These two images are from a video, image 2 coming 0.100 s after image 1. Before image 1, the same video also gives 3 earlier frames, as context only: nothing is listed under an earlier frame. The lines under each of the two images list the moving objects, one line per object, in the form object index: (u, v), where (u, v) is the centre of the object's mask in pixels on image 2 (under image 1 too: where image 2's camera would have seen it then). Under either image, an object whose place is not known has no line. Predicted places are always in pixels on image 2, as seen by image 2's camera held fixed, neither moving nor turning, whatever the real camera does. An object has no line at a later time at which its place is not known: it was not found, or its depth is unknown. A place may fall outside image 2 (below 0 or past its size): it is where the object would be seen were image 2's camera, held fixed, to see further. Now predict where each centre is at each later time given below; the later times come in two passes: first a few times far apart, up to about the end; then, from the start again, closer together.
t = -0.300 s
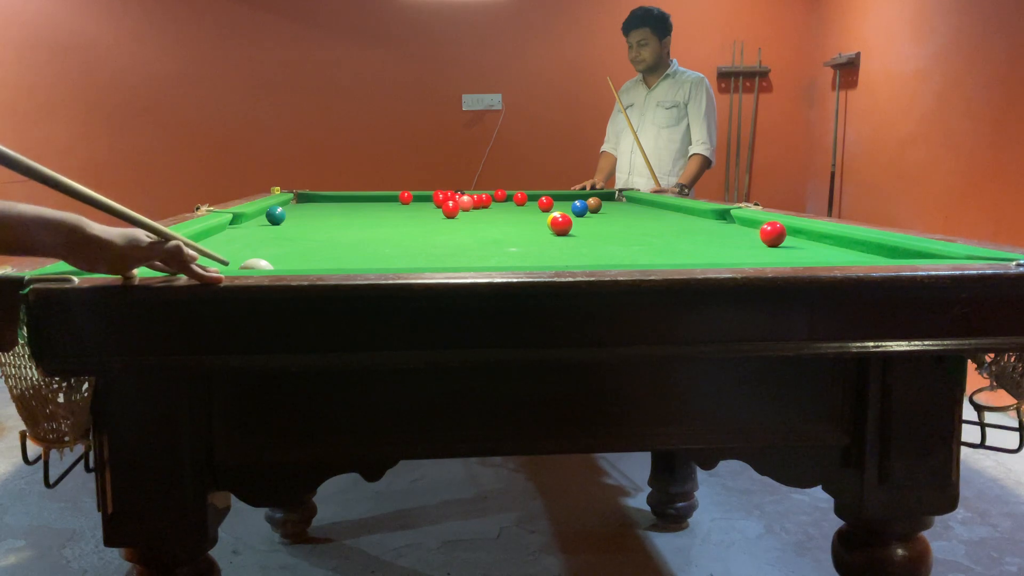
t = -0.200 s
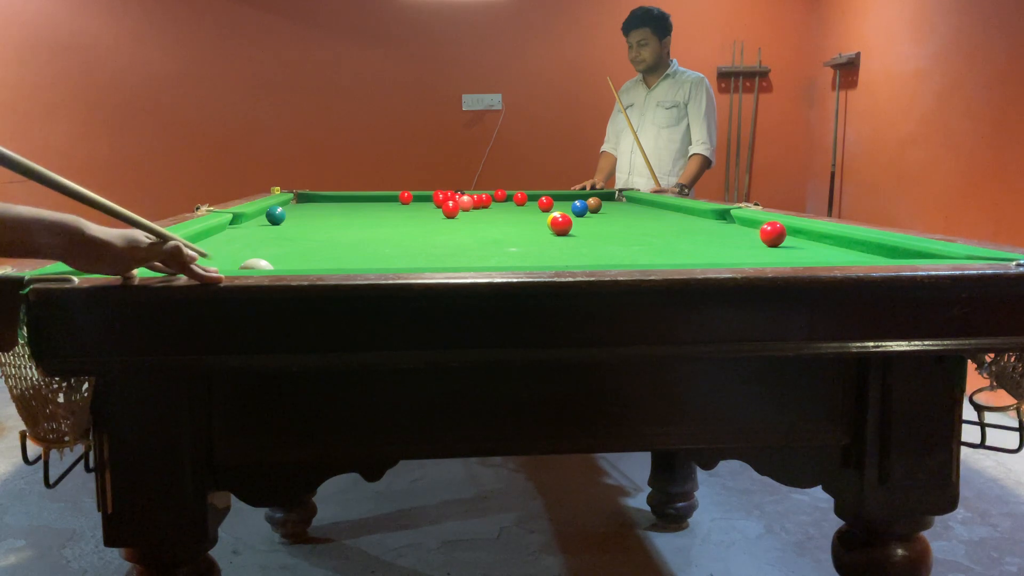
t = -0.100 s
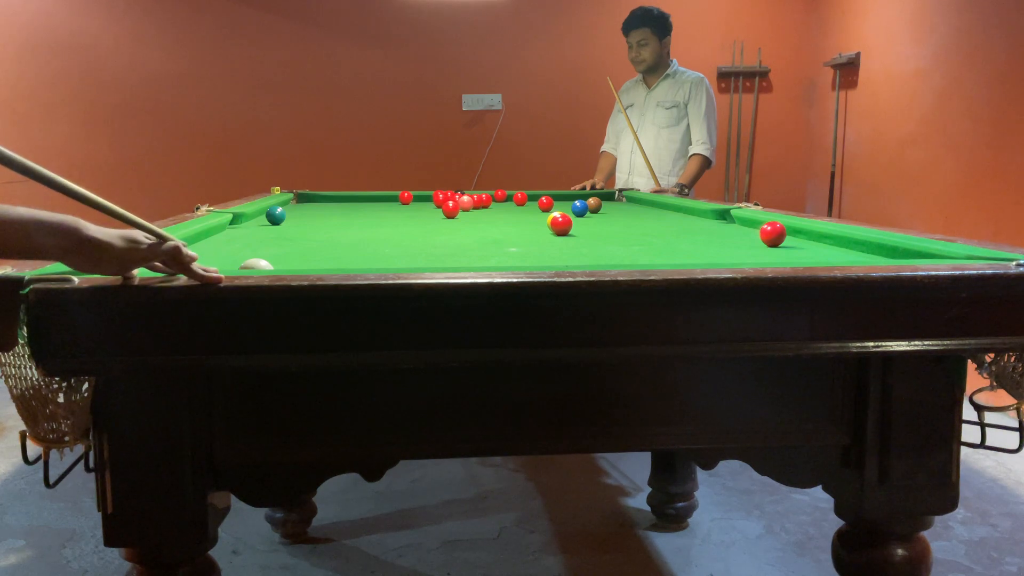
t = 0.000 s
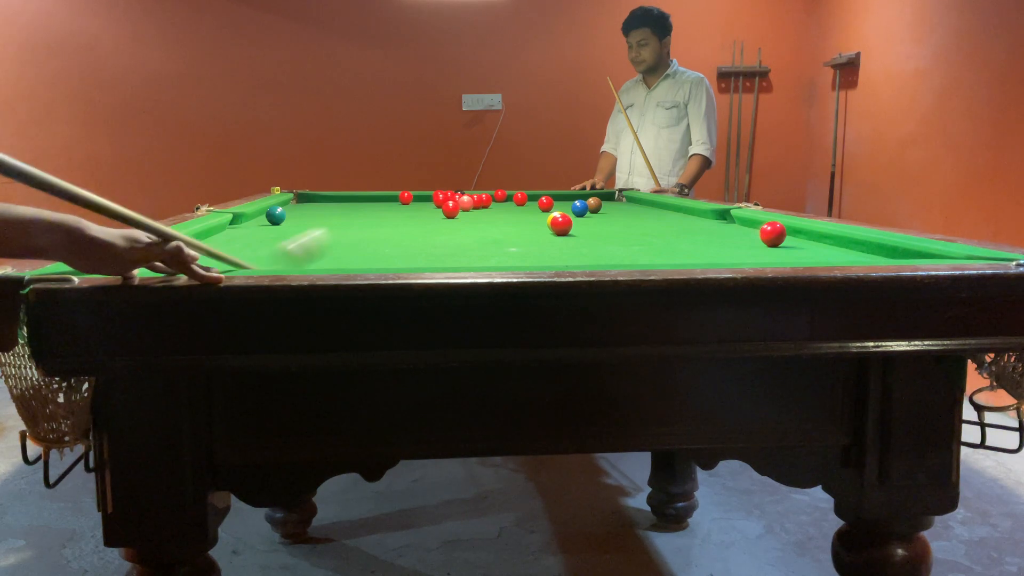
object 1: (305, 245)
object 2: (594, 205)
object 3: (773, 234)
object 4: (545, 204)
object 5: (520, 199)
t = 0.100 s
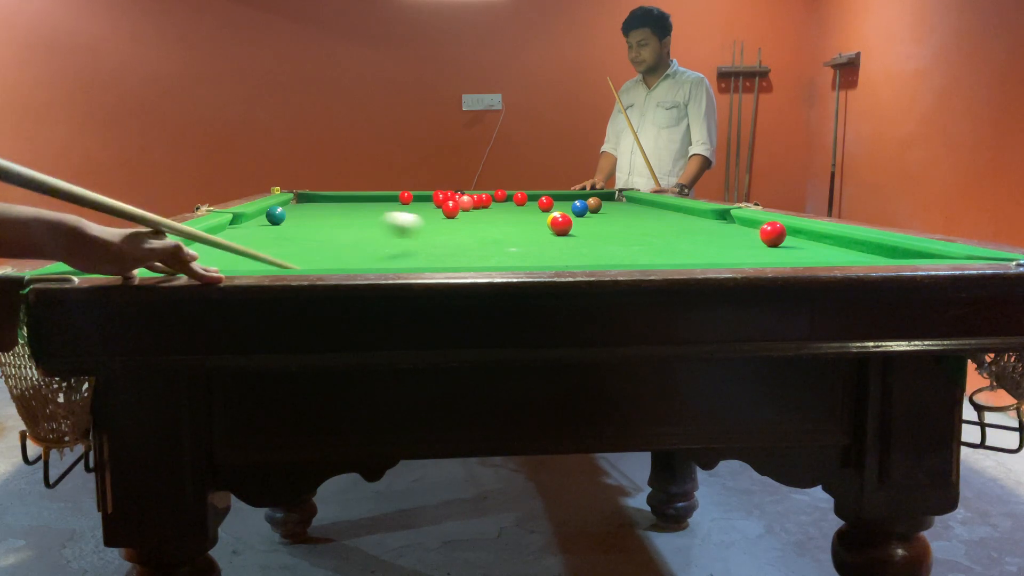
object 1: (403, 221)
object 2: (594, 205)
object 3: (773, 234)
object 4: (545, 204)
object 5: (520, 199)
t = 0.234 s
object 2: (594, 205)
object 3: (773, 234)
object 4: (545, 204)
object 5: (520, 199)
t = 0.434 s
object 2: (594, 205)
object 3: (773, 234)
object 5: (520, 199)
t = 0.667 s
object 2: (594, 205)
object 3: (773, 234)
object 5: (518, 199)
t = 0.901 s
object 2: (594, 205)
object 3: (773, 234)
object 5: (512, 199)
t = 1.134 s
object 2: (594, 205)
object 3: (773, 234)
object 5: (508, 199)
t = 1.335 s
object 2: (608, 206)
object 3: (773, 234)
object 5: (505, 198)
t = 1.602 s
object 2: (642, 210)
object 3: (773, 234)
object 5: (501, 197)
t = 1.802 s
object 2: (669, 213)
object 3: (773, 234)
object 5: (501, 197)
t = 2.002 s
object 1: (465, 192)
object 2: (698, 216)
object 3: (773, 234)
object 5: (500, 197)
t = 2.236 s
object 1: (461, 192)
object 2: (735, 220)
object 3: (773, 234)
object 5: (500, 197)
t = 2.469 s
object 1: (461, 192)
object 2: (763, 221)
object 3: (773, 234)
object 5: (500, 197)
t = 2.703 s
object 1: (462, 192)
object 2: (784, 224)
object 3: (773, 234)
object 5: (500, 197)
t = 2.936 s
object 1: (462, 192)
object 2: (796, 233)
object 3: (767, 234)
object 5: (500, 197)
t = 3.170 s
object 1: (462, 192)
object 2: (823, 236)
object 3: (755, 236)
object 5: (500, 197)
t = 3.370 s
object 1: (462, 192)
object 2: (832, 238)
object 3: (745, 238)
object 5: (500, 197)
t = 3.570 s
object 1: (462, 192)
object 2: (836, 240)
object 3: (735, 240)
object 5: (500, 197)
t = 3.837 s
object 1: (462, 192)
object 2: (841, 243)
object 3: (724, 242)
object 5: (500, 196)
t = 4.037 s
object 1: (462, 192)
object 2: (845, 244)
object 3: (717, 243)
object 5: (500, 197)
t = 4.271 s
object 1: (462, 192)
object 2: (849, 246)
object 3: (709, 244)
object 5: (500, 197)
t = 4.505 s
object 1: (462, 192)
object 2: (852, 247)
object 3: (704, 245)
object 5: (500, 197)
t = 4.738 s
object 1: (462, 192)
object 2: (856, 248)
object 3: (700, 246)
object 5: (500, 197)
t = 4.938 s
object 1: (462, 192)
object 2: (859, 249)
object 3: (697, 247)
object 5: (500, 197)
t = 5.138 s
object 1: (462, 192)
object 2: (861, 249)
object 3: (695, 247)
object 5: (500, 196)
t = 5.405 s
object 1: (462, 192)
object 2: (863, 249)
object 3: (693, 247)
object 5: (500, 197)
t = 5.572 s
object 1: (462, 192)
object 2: (865, 249)
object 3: (694, 247)
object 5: (500, 197)
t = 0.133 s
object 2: (594, 205)
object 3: (773, 234)
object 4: (545, 204)
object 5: (520, 199)
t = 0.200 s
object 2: (594, 205)
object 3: (773, 234)
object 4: (545, 204)
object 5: (520, 199)
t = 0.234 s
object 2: (594, 205)
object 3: (773, 234)
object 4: (545, 204)
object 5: (520, 199)
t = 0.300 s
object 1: (508, 212)
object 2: (594, 205)
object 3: (773, 234)
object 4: (545, 204)
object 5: (520, 198)
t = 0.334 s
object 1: (518, 209)
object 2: (594, 205)
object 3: (773, 234)
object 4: (545, 204)
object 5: (520, 197)
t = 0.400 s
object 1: (536, 206)
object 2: (594, 205)
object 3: (773, 234)
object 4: (548, 203)
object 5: (520, 199)
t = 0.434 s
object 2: (594, 205)
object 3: (773, 234)
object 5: (520, 199)
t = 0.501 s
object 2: (594, 205)
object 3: (773, 234)
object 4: (541, 201)
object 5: (520, 199)
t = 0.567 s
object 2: (595, 205)
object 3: (773, 234)
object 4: (536, 199)
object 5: (520, 199)
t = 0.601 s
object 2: (594, 205)
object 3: (773, 234)
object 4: (534, 198)
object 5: (520, 199)
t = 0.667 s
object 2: (594, 205)
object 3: (773, 234)
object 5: (518, 199)
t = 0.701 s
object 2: (594, 205)
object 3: (773, 234)
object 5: (517, 199)
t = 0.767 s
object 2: (594, 205)
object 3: (773, 234)
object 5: (515, 199)
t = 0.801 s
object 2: (594, 205)
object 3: (773, 234)
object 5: (514, 199)
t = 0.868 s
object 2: (594, 205)
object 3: (773, 234)
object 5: (513, 199)
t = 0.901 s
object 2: (594, 205)
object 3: (773, 234)
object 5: (512, 199)
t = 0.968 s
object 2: (594, 205)
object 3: (773, 234)
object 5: (511, 199)
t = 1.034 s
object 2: (594, 205)
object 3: (773, 234)
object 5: (509, 198)
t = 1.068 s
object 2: (594, 205)
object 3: (773, 234)
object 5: (509, 198)
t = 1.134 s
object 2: (594, 205)
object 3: (773, 234)
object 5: (508, 199)
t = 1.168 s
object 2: (594, 205)
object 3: (773, 234)
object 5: (507, 198)
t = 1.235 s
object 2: (595, 205)
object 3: (773, 234)
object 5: (506, 198)
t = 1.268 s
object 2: (598, 205)
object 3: (773, 234)
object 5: (506, 198)
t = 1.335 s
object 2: (608, 206)
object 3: (773, 234)
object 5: (505, 198)
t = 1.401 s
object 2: (616, 207)
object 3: (773, 234)
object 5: (504, 198)
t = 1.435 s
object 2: (620, 208)
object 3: (773, 234)
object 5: (504, 198)
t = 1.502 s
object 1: (526, 197)
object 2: (629, 209)
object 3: (773, 234)
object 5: (502, 197)
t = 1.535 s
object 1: (521, 197)
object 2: (633, 209)
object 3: (773, 234)
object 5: (502, 198)
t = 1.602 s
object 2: (642, 210)
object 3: (773, 234)
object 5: (501, 197)
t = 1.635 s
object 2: (646, 210)
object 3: (773, 234)
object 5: (501, 198)
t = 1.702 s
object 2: (655, 211)
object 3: (773, 234)
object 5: (501, 198)
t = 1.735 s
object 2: (660, 212)
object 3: (773, 234)
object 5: (501, 198)
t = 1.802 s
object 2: (669, 213)
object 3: (773, 234)
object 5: (501, 197)
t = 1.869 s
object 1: (475, 192)
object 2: (678, 214)
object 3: (773, 234)
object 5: (500, 197)
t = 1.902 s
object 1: (469, 192)
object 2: (683, 215)
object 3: (773, 234)
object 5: (500, 197)
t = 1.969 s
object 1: (465, 192)
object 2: (693, 216)
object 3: (773, 234)
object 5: (500, 197)
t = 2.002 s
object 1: (465, 192)
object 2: (698, 216)
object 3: (773, 234)
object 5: (500, 197)
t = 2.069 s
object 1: (463, 192)
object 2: (708, 217)
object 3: (773, 234)
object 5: (500, 197)
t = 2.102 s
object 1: (463, 192)
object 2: (714, 218)
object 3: (773, 234)
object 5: (500, 197)
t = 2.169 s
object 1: (462, 192)
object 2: (724, 219)
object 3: (773, 234)
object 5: (500, 197)
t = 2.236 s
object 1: (461, 192)
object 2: (735, 220)
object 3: (773, 234)
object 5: (500, 197)
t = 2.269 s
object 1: (460, 192)
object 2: (740, 221)
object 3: (773, 234)
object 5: (500, 197)
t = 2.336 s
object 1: (460, 192)
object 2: (752, 222)
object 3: (773, 234)
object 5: (500, 197)
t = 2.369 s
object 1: (461, 192)
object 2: (756, 222)
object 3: (773, 234)
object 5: (500, 197)
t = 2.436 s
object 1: (461, 192)
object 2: (761, 221)
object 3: (773, 234)
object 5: (500, 197)
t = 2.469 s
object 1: (461, 192)
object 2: (763, 221)
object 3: (773, 234)
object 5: (500, 197)
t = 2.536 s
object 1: (461, 192)
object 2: (766, 221)
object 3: (773, 234)
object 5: (500, 197)
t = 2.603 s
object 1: (461, 192)
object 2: (771, 220)
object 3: (773, 234)
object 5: (500, 197)
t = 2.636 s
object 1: (461, 192)
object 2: (775, 220)
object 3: (773, 234)
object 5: (500, 197)
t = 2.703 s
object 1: (462, 192)
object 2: (784, 224)
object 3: (773, 234)
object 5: (500, 197)
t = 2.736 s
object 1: (462, 192)
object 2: (786, 226)
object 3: (773, 234)
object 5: (500, 197)
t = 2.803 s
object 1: (462, 192)
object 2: (789, 230)
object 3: (773, 234)
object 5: (500, 197)
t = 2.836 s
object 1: (462, 192)
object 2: (790, 231)
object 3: (773, 234)
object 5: (500, 197)
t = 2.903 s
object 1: (462, 192)
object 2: (793, 232)
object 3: (769, 234)
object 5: (500, 197)
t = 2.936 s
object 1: (462, 192)
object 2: (796, 233)
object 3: (767, 234)
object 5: (500, 197)
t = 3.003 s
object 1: (462, 192)
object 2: (804, 234)
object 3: (764, 235)
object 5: (500, 197)
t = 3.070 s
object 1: (462, 192)
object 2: (811, 235)
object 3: (760, 236)
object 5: (500, 197)
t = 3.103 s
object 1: (462, 192)
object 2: (815, 235)
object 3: (758, 236)
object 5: (500, 197)
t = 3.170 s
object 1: (462, 192)
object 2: (823, 236)
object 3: (755, 236)
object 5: (500, 197)
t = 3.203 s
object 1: (462, 192)
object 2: (827, 236)
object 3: (753, 237)
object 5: (500, 197)
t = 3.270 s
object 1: (462, 192)
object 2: (829, 237)
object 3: (750, 237)
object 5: (500, 197)
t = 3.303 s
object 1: (462, 192)
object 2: (830, 237)
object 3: (748, 237)
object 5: (500, 197)
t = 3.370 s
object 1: (462, 192)
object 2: (832, 238)
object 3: (745, 238)
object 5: (500, 197)
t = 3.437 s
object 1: (462, 192)
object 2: (833, 239)
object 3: (741, 239)
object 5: (500, 197)
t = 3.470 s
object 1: (462, 192)
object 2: (834, 239)
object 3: (740, 239)
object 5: (500, 197)
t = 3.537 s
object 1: (462, 192)
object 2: (835, 240)
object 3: (737, 240)
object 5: (500, 197)
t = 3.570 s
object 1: (462, 192)
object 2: (836, 240)
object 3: (735, 240)
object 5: (500, 197)
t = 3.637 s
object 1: (462, 192)
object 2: (837, 241)
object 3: (732, 240)
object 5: (500, 197)
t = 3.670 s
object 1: (462, 192)
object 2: (838, 242)
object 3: (731, 240)
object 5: (500, 197)
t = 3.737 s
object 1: (462, 192)
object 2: (840, 242)
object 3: (728, 241)
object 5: (500, 197)
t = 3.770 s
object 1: (462, 192)
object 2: (840, 242)
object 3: (727, 241)
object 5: (500, 197)
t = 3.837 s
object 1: (462, 192)
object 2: (841, 243)
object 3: (724, 242)
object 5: (500, 196)
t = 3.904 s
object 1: (462, 192)
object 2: (843, 244)
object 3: (722, 242)
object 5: (500, 197)
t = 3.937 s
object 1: (462, 192)
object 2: (843, 244)
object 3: (720, 242)
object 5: (500, 196)
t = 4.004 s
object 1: (462, 192)
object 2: (845, 245)
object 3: (718, 243)
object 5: (500, 197)
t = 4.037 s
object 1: (462, 192)
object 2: (845, 244)
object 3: (717, 243)
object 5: (500, 197)
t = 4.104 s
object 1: (462, 192)
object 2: (846, 245)
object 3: (715, 243)
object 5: (500, 197)
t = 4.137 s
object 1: (462, 192)
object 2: (847, 245)
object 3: (713, 244)
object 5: (500, 197)
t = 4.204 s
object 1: (462, 192)
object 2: (848, 246)
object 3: (711, 244)
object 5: (500, 197)
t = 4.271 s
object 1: (462, 192)
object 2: (849, 246)
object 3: (709, 244)
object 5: (500, 197)
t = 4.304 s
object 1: (462, 192)
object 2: (850, 246)
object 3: (709, 245)
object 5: (500, 197)
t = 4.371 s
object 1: (462, 192)
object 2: (851, 247)
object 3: (707, 245)
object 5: (500, 197)
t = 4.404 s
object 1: (462, 192)
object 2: (851, 247)
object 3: (706, 245)
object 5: (500, 197)
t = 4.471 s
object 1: (462, 192)
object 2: (852, 247)
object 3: (705, 245)
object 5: (500, 197)
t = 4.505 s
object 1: (462, 192)
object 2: (852, 247)
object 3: (704, 245)
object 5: (500, 197)
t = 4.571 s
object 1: (462, 192)
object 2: (853, 248)
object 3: (703, 246)
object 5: (500, 197)
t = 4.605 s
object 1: (462, 192)
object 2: (854, 248)
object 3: (702, 246)
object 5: (500, 197)
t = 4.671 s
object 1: (462, 192)
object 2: (855, 248)
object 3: (701, 246)
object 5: (500, 197)
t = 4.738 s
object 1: (462, 192)
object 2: (856, 248)
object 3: (700, 246)
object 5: (500, 197)
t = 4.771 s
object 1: (462, 192)
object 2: (857, 248)
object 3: (700, 247)
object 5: (500, 197)
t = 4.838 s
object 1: (462, 192)
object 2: (857, 248)
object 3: (699, 247)
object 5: (500, 197)
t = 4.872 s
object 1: (462, 192)
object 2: (858, 248)
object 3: (698, 247)
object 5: (500, 197)
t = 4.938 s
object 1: (462, 192)
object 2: (859, 249)
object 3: (697, 247)
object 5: (500, 197)
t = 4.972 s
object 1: (462, 192)
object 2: (859, 249)
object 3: (697, 247)
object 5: (500, 197)
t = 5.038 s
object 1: (462, 192)
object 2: (860, 249)
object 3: (696, 247)
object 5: (500, 197)
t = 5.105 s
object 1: (462, 192)
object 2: (861, 249)
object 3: (695, 247)
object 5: (500, 197)
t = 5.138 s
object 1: (462, 192)
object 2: (861, 249)
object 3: (695, 247)
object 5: (500, 196)
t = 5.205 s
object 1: (462, 192)
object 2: (861, 249)
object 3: (694, 247)
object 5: (500, 197)
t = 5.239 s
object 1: (462, 192)
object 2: (861, 249)
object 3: (694, 247)
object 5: (500, 197)
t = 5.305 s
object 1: (462, 192)
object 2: (862, 249)
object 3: (694, 247)
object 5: (500, 197)
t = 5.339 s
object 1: (462, 192)
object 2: (862, 249)
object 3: (693, 247)
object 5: (500, 197)
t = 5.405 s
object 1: (462, 192)
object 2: (863, 249)
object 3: (693, 247)
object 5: (500, 197)
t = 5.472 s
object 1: (462, 192)
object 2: (864, 250)
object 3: (693, 247)
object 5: (500, 197)
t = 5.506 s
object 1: (462, 192)
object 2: (864, 250)
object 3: (693, 247)
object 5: (500, 197)
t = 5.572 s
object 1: (462, 192)
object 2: (865, 249)
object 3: (694, 247)
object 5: (500, 197)
